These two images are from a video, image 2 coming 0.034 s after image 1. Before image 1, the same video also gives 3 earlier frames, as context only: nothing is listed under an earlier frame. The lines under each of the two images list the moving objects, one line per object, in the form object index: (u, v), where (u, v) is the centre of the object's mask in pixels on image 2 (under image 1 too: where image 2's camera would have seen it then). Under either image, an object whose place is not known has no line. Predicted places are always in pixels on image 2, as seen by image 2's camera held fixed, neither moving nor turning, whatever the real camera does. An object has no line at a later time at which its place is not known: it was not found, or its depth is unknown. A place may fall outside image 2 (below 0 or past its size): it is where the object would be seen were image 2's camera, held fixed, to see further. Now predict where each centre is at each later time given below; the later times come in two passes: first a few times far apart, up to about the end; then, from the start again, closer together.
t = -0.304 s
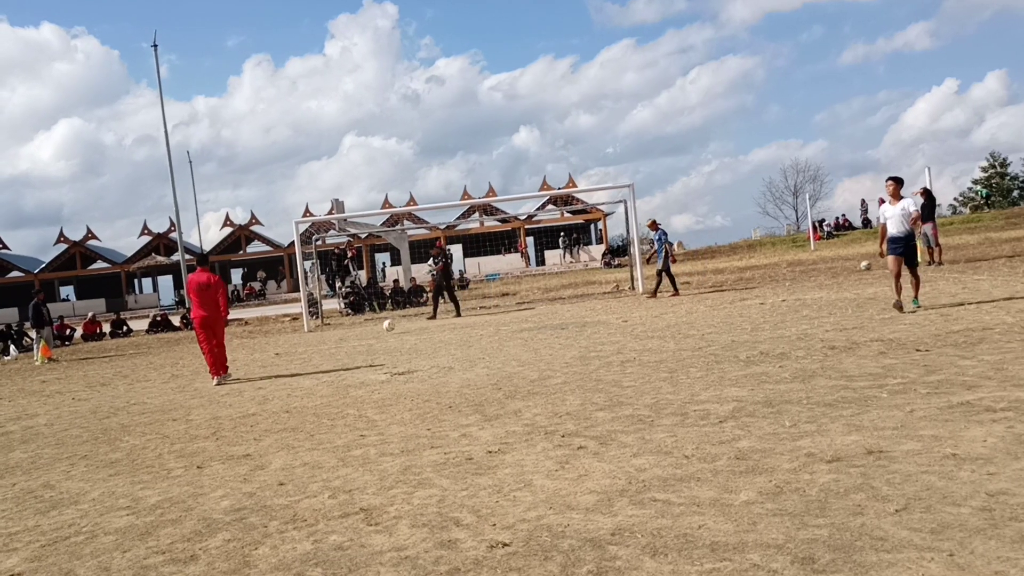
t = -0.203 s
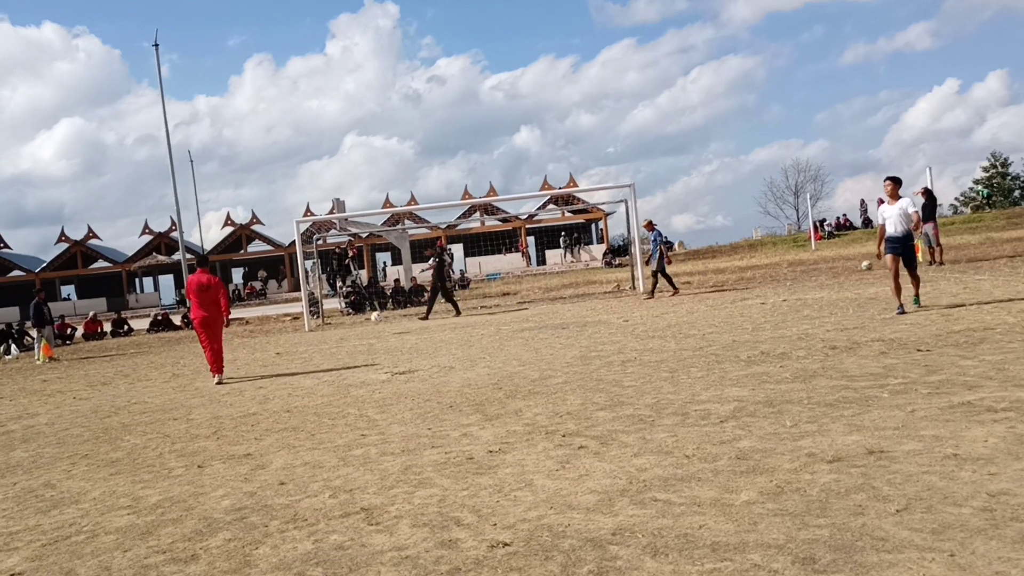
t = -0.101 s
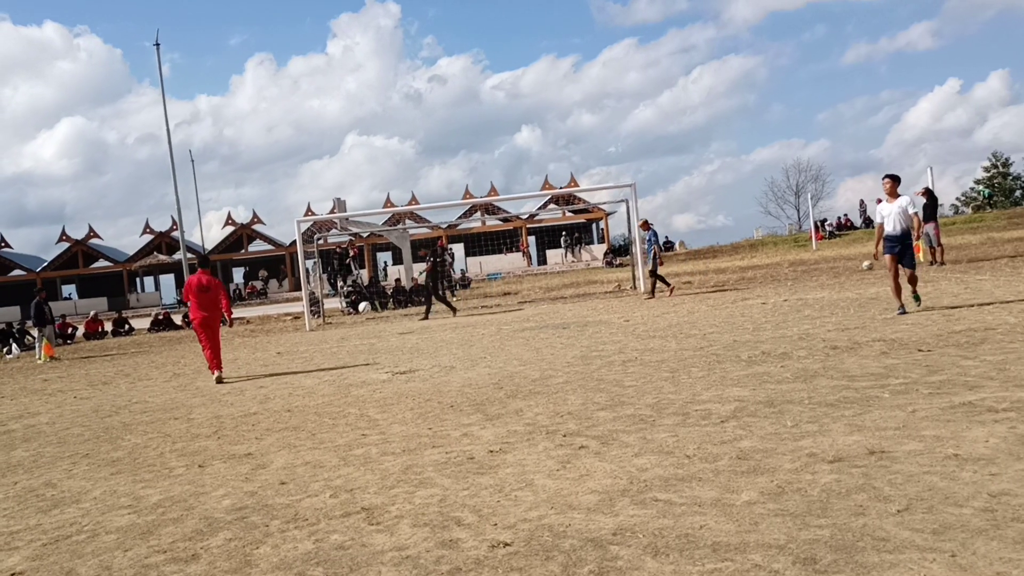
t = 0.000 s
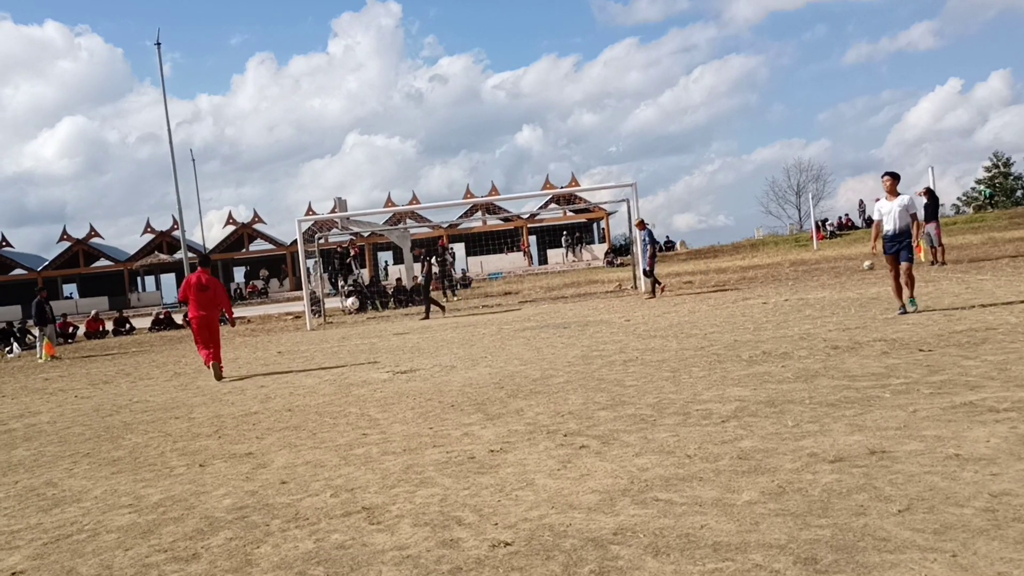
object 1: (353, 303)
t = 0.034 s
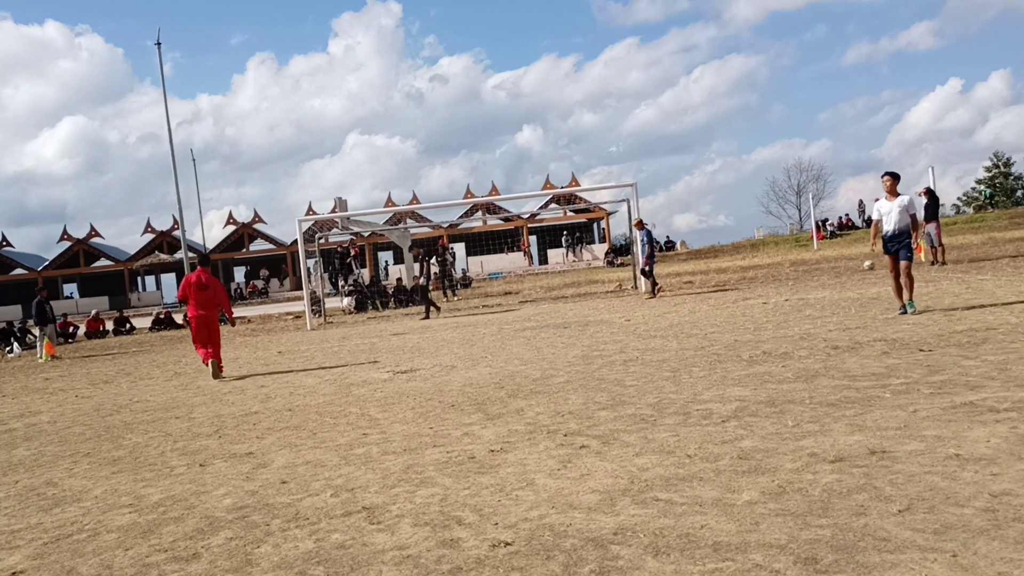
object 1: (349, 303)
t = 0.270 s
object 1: (319, 319)
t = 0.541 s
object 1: (285, 325)
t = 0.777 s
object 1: (253, 326)
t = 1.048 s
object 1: (217, 344)
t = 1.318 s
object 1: (181, 341)
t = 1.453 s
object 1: (164, 357)
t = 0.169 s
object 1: (331, 308)
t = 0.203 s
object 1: (328, 312)
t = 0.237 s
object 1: (324, 316)
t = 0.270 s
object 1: (319, 319)
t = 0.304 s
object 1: (316, 323)
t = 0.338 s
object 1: (312, 329)
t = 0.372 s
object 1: (309, 336)
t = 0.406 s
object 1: (305, 339)
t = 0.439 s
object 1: (300, 335)
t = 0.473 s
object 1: (294, 331)
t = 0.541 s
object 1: (285, 325)
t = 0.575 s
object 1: (280, 323)
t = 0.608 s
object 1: (276, 322)
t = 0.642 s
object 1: (271, 322)
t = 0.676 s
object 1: (266, 321)
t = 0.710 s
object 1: (262, 322)
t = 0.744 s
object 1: (257, 325)
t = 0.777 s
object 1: (253, 326)
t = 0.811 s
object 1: (249, 329)
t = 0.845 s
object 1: (244, 332)
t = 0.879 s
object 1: (240, 337)
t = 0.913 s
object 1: (236, 342)
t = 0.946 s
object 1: (232, 347)
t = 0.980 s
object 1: (228, 351)
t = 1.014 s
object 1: (223, 348)
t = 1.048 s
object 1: (217, 344)
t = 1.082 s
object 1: (213, 341)
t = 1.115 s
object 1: (208, 339)
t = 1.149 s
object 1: (204, 337)
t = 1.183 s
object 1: (199, 337)
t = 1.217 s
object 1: (195, 336)
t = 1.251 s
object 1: (190, 337)
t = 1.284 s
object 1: (186, 339)
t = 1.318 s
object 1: (181, 341)
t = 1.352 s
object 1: (177, 344)
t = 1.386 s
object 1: (172, 347)
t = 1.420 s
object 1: (168, 352)
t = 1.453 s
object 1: (164, 357)
